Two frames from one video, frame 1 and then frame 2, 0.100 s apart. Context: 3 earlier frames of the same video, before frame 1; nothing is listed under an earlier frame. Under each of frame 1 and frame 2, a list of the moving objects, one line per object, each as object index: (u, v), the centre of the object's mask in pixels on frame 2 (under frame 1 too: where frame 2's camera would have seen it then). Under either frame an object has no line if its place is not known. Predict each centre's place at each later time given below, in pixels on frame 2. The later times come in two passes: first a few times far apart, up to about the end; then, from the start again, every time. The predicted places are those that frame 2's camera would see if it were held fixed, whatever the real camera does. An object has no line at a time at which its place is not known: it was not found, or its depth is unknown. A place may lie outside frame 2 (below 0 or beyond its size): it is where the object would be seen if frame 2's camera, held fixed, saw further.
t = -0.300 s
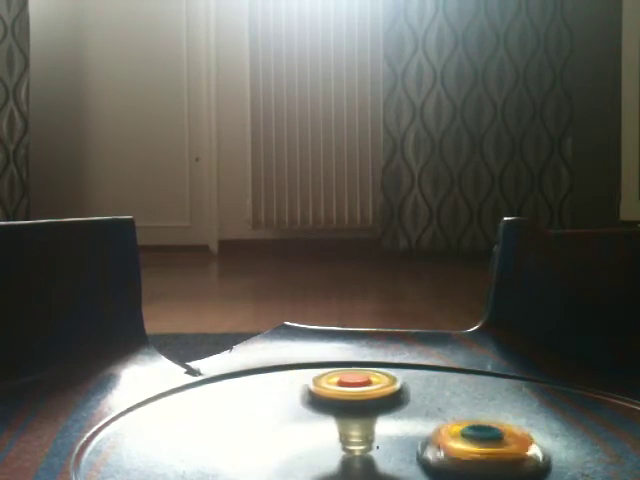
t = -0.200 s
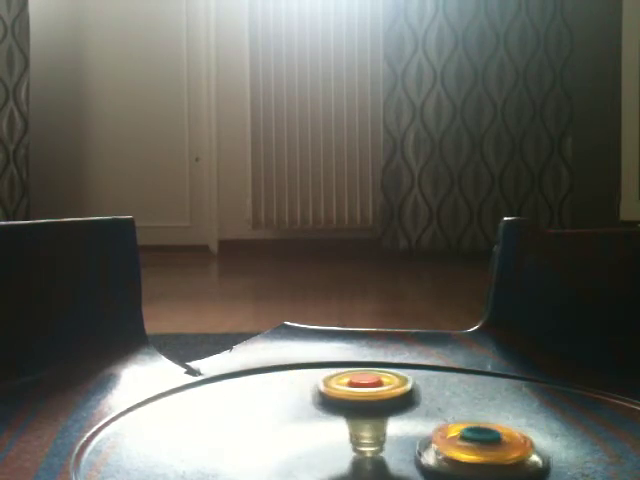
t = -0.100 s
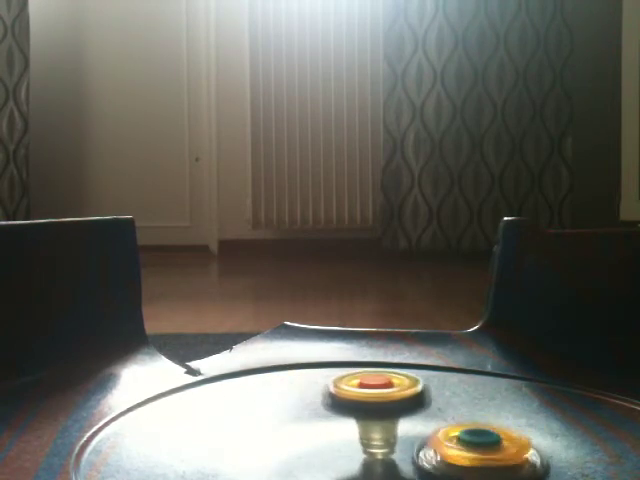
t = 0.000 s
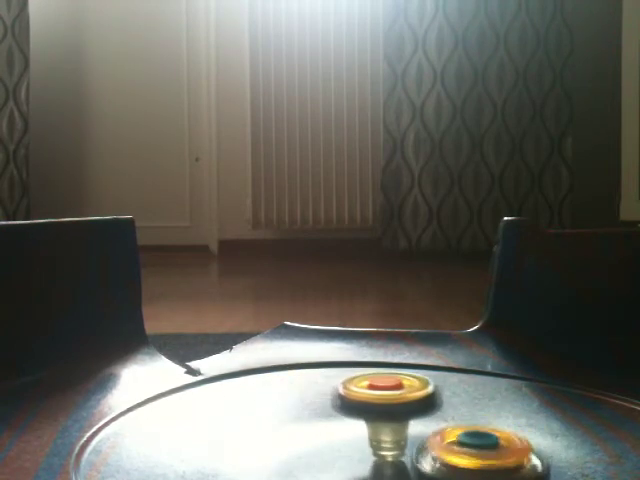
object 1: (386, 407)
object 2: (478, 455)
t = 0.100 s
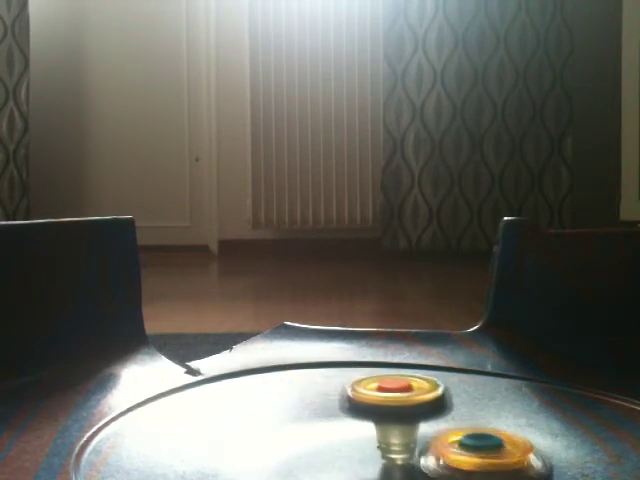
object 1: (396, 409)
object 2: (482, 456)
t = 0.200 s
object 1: (403, 412)
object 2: (486, 456)
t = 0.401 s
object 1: (412, 418)
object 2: (497, 455)
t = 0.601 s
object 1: (338, 388)
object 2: (573, 457)
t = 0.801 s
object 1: (308, 386)
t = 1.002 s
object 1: (290, 393)
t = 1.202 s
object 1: (288, 389)
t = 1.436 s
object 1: (316, 398)
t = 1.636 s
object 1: (347, 396)
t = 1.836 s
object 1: (375, 379)
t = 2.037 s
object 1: (379, 339)
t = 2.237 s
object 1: (366, 350)
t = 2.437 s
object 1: (357, 381)
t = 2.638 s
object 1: (381, 396)
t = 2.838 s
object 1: (412, 406)
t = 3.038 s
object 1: (440, 414)
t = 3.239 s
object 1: (586, 402)
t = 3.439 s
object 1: (545, 404)
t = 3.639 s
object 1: (500, 412)
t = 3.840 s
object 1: (484, 420)
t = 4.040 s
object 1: (457, 424)
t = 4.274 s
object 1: (420, 423)
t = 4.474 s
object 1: (406, 421)
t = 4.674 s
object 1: (403, 412)
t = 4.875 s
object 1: (500, 431)
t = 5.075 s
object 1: (535, 433)
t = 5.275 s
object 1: (548, 432)
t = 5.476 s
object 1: (546, 430)
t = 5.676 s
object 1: (523, 431)
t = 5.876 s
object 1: (496, 433)
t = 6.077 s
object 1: (473, 432)
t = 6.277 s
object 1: (448, 430)
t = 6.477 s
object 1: (405, 425)
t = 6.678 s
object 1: (395, 418)
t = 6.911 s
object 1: (399, 410)
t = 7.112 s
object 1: (411, 404)
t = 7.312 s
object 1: (430, 401)
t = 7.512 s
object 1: (449, 396)
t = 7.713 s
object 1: (451, 390)
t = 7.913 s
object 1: (443, 389)
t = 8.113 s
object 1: (445, 392)
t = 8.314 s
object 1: (452, 400)
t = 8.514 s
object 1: (453, 406)
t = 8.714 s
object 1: (445, 411)
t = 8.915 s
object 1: (429, 413)
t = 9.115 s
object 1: (410, 413)
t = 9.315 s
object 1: (394, 409)
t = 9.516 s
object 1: (409, 403)
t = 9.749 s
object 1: (433, 401)
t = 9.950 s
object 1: (456, 402)
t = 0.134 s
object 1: (398, 410)
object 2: (483, 456)
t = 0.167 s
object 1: (401, 411)
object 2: (485, 456)
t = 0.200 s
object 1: (403, 412)
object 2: (486, 456)
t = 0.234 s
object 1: (405, 413)
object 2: (488, 456)
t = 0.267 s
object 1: (406, 414)
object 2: (489, 456)
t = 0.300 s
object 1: (408, 415)
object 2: (491, 456)
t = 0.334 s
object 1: (410, 416)
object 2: (494, 455)
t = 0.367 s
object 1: (412, 417)
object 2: (495, 456)
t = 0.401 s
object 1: (412, 418)
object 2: (497, 455)
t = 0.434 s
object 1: (413, 418)
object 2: (504, 455)
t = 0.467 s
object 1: (393, 411)
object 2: (525, 458)
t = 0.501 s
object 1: (375, 404)
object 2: (544, 459)
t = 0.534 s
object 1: (359, 397)
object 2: (559, 458)
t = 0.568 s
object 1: (347, 392)
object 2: (568, 458)
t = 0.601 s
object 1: (338, 388)
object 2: (573, 457)
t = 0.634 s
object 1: (331, 386)
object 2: (576, 456)
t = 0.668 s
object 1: (326, 385)
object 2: (580, 454)
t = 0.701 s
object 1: (321, 384)
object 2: (582, 453)
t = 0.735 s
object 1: (316, 385)
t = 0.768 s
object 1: (312, 386)
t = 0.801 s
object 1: (308, 386)
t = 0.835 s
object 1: (304, 388)
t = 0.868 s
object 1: (301, 389)
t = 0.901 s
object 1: (298, 390)
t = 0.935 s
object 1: (295, 391)
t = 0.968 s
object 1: (292, 392)
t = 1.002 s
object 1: (290, 393)
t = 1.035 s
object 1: (288, 394)
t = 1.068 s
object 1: (286, 395)
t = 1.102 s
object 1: (285, 396)
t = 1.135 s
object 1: (284, 395)
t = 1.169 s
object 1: (286, 388)
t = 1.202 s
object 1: (288, 389)
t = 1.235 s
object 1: (291, 389)
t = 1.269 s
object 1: (295, 393)
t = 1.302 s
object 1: (299, 396)
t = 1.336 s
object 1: (303, 400)
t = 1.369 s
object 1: (307, 398)
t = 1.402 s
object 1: (312, 397)
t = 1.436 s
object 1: (316, 398)
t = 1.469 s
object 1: (321, 397)
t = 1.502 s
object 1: (326, 397)
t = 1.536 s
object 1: (331, 398)
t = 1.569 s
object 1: (336, 397)
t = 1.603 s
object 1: (342, 397)
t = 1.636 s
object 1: (347, 396)
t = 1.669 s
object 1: (352, 396)
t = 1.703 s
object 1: (357, 396)
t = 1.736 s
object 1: (363, 396)
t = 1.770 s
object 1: (367, 393)
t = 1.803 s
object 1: (371, 388)
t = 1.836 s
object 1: (375, 379)
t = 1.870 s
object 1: (375, 375)
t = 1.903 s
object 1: (377, 365)
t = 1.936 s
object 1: (379, 350)
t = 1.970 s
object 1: (380, 342)
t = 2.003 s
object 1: (380, 340)
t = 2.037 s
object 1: (379, 339)
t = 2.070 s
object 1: (377, 339)
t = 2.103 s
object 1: (375, 340)
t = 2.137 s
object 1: (373, 342)
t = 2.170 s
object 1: (370, 344)
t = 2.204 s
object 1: (368, 347)
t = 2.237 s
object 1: (366, 350)
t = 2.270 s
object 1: (364, 354)
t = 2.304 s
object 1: (362, 359)
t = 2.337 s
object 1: (360, 365)
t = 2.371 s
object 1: (359, 371)
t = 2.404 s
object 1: (358, 378)
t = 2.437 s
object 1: (357, 381)
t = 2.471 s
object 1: (360, 381)
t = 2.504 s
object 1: (362, 384)
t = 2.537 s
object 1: (366, 384)
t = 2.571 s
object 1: (372, 393)
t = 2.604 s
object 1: (376, 395)
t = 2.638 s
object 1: (381, 396)
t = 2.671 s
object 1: (387, 398)
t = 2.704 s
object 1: (393, 399)
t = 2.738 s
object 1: (398, 401)
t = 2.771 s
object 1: (403, 402)
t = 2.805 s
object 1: (407, 404)
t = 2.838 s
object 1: (412, 406)
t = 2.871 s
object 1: (417, 409)
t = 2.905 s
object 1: (421, 411)
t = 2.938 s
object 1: (425, 413)
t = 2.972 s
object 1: (429, 416)
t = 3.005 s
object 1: (431, 418)
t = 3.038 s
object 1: (440, 414)
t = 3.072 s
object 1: (475, 414)
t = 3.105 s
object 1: (513, 417)
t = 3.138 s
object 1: (545, 415)
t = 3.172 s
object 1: (569, 408)
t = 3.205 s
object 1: (584, 404)
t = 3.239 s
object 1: (586, 402)
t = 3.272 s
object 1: (586, 401)
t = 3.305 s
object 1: (582, 401)
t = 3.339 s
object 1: (574, 400)
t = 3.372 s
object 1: (566, 401)
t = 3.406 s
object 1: (555, 402)
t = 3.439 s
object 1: (545, 404)
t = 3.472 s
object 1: (534, 405)
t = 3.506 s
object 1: (523, 406)
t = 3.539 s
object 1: (516, 408)
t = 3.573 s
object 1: (509, 410)
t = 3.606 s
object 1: (504, 411)
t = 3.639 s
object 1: (500, 412)
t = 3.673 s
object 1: (496, 414)
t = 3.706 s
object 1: (495, 415)
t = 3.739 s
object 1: (492, 416)
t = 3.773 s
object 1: (490, 417)
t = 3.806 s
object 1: (487, 418)
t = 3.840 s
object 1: (484, 420)
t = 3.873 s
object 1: (480, 421)
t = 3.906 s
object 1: (477, 421)
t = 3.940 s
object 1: (472, 422)
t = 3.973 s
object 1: (467, 423)
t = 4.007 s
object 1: (462, 423)
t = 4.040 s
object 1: (457, 424)
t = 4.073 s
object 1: (451, 424)
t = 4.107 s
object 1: (446, 424)
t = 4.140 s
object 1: (441, 424)
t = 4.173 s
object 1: (436, 424)
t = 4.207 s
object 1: (431, 423)
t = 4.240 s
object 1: (425, 423)
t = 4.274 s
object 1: (420, 423)
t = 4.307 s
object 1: (422, 423)
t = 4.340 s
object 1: (421, 423)
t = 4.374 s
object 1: (418, 423)
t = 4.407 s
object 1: (414, 423)
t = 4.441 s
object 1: (410, 422)
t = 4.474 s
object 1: (406, 421)
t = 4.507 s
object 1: (405, 420)
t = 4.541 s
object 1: (402, 419)
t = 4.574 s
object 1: (399, 417)
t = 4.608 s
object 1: (398, 416)
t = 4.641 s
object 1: (396, 415)
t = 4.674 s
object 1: (403, 412)
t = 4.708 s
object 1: (418, 417)
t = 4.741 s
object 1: (436, 420)
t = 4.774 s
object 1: (456, 425)
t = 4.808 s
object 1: (473, 428)
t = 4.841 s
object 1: (488, 430)
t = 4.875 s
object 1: (500, 431)
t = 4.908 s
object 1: (509, 432)
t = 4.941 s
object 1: (515, 433)
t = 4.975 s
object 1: (521, 433)
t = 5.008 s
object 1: (526, 433)
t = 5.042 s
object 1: (530, 433)
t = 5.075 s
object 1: (535, 433)
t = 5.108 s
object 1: (537, 433)
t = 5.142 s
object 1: (540, 433)
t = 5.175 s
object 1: (542, 432)
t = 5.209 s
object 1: (544, 432)
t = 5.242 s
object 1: (546, 432)
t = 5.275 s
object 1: (548, 432)
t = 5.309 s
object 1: (549, 431)
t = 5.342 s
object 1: (550, 431)
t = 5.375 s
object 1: (550, 431)
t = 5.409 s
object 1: (550, 430)
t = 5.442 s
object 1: (549, 430)
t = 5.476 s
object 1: (546, 430)
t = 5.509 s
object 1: (544, 430)
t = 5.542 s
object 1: (540, 430)
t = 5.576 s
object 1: (536, 430)
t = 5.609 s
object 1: (531, 430)
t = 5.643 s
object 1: (527, 430)
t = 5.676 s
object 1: (523, 431)
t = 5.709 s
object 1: (518, 431)
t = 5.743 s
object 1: (514, 432)
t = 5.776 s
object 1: (510, 432)
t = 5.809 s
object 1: (507, 432)
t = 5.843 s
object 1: (498, 432)
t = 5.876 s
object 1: (496, 433)
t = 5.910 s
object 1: (494, 433)
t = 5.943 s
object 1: (492, 433)
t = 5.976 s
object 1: (488, 432)
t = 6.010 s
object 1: (483, 433)
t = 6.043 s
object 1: (476, 432)
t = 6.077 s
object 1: (473, 432)
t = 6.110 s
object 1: (467, 431)
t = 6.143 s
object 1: (463, 431)
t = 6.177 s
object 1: (459, 430)
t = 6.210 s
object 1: (454, 430)
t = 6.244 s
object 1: (450, 430)
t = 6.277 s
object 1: (448, 430)
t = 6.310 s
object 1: (428, 429)
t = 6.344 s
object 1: (421, 428)
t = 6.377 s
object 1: (416, 428)
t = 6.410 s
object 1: (412, 427)
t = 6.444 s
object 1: (408, 426)
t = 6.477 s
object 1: (405, 425)
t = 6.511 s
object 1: (402, 424)
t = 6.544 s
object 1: (400, 423)
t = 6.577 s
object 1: (398, 423)
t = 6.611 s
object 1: (397, 422)
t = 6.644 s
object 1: (396, 420)
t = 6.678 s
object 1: (395, 418)
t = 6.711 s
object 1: (396, 417)
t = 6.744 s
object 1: (395, 416)
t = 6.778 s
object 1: (396, 415)
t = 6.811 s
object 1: (397, 414)
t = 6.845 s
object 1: (397, 412)
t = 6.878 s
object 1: (399, 411)
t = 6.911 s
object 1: (399, 410)
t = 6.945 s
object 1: (398, 409)
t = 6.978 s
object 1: (400, 408)
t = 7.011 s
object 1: (403, 407)
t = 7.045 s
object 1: (405, 406)
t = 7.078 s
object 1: (408, 405)
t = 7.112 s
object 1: (411, 404)
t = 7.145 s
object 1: (414, 403)
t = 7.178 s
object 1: (418, 403)
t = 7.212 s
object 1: (421, 402)
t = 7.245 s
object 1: (424, 402)
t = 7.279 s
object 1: (426, 401)
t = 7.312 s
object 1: (430, 401)
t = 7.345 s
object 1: (434, 400)
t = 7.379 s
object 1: (438, 400)
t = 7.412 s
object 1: (442, 400)
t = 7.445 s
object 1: (447, 400)
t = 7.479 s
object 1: (450, 399)
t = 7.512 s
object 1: (449, 396)
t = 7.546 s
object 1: (450, 394)
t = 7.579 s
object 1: (451, 393)
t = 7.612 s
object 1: (452, 392)
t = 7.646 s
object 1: (452, 391)
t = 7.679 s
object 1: (452, 390)
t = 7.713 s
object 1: (451, 390)
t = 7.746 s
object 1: (450, 390)
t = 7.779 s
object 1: (448, 389)
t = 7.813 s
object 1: (447, 389)
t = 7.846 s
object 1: (446, 389)
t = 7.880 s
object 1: (445, 389)
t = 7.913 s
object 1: (443, 389)
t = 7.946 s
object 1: (443, 389)
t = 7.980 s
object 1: (442, 389)
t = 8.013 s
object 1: (443, 389)
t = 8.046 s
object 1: (443, 390)
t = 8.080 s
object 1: (444, 391)
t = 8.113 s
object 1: (445, 392)
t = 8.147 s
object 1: (446, 394)
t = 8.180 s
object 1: (447, 396)
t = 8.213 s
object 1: (449, 397)
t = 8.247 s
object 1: (450, 398)
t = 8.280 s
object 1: (451, 399)
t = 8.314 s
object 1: (452, 400)
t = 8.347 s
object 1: (453, 401)
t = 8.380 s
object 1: (454, 402)
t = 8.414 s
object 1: (454, 403)
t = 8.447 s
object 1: (454, 404)
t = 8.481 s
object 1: (454, 405)
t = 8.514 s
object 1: (453, 406)
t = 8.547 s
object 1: (452, 408)
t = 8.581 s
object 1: (451, 408)
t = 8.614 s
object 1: (450, 409)
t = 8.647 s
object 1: (449, 409)
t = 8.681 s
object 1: (447, 410)
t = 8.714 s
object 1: (445, 411)
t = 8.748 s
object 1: (442, 411)
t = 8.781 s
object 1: (440, 412)
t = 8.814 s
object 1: (437, 412)
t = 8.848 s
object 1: (434, 413)
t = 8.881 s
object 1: (432, 413)
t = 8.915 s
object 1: (429, 413)
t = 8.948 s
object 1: (426, 413)
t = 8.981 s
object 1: (423, 413)
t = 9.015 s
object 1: (419, 413)
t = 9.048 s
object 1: (416, 413)
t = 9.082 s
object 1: (413, 413)
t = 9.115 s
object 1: (410, 413)
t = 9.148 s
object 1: (407, 412)
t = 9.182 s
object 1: (404, 411)
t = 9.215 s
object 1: (401, 411)
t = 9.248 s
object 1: (398, 410)
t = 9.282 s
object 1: (396, 410)
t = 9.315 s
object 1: (394, 409)
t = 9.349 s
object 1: (392, 408)
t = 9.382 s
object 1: (393, 405)
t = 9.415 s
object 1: (397, 405)
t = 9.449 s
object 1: (401, 404)
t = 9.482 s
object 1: (405, 404)
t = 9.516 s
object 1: (409, 403)
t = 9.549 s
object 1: (411, 403)
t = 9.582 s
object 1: (414, 402)
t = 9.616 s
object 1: (418, 402)
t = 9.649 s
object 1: (421, 402)
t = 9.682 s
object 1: (425, 401)
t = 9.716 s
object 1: (428, 401)
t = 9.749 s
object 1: (433, 401)
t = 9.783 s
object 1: (436, 401)
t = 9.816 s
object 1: (440, 401)
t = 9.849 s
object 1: (443, 401)
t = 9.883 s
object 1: (447, 401)
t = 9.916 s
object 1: (452, 402)
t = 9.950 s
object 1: (456, 402)
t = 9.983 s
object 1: (461, 403)
